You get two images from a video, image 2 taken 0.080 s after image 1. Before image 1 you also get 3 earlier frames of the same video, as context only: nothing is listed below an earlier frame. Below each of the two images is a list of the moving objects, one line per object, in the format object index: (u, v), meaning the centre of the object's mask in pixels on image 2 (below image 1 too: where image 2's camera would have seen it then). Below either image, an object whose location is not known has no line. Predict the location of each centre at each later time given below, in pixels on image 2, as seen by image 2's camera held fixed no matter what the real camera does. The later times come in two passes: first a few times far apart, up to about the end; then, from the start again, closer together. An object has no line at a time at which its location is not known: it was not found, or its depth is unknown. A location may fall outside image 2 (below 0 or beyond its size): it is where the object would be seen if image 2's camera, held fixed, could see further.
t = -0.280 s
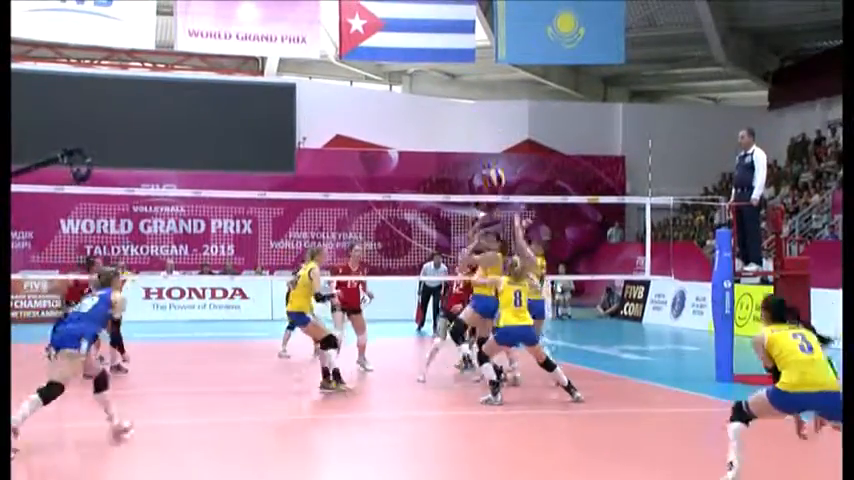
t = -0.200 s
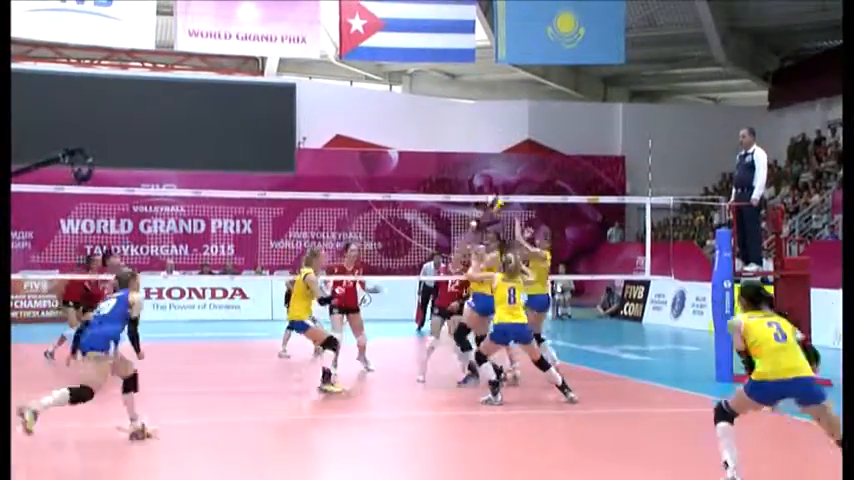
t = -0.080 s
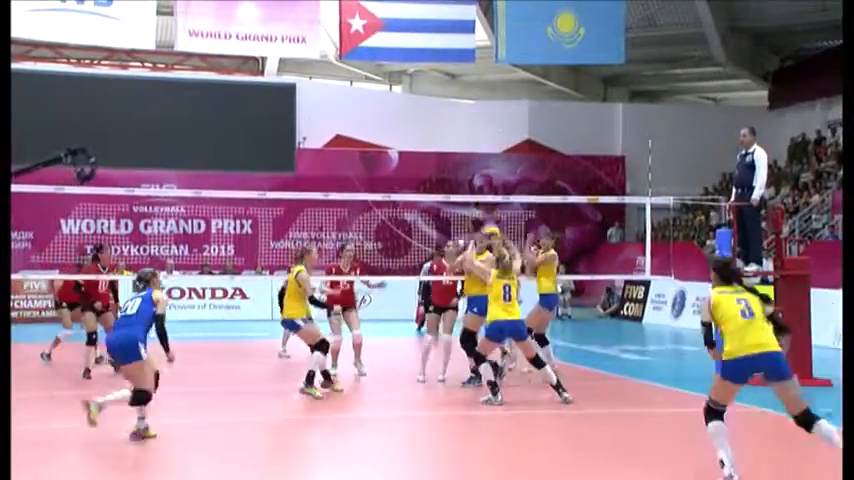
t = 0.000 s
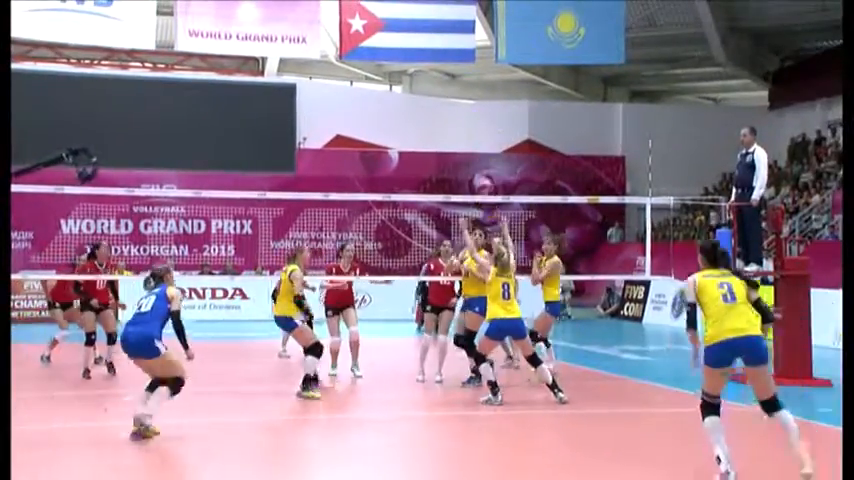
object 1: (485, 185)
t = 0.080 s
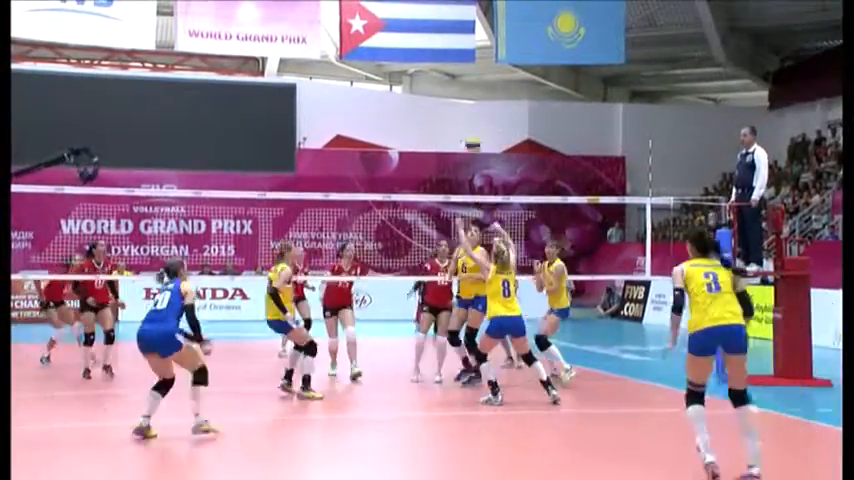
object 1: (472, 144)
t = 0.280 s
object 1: (453, 70)
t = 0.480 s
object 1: (431, 31)
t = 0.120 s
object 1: (470, 127)
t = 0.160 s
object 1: (465, 109)
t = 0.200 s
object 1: (461, 95)
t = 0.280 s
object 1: (453, 70)
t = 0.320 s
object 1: (449, 58)
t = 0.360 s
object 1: (444, 50)
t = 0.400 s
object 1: (439, 43)
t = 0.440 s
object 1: (435, 35)
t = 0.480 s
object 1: (431, 31)
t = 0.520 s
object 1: (427, 28)
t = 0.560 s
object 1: (423, 27)
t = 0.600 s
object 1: (418, 27)
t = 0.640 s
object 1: (412, 28)
